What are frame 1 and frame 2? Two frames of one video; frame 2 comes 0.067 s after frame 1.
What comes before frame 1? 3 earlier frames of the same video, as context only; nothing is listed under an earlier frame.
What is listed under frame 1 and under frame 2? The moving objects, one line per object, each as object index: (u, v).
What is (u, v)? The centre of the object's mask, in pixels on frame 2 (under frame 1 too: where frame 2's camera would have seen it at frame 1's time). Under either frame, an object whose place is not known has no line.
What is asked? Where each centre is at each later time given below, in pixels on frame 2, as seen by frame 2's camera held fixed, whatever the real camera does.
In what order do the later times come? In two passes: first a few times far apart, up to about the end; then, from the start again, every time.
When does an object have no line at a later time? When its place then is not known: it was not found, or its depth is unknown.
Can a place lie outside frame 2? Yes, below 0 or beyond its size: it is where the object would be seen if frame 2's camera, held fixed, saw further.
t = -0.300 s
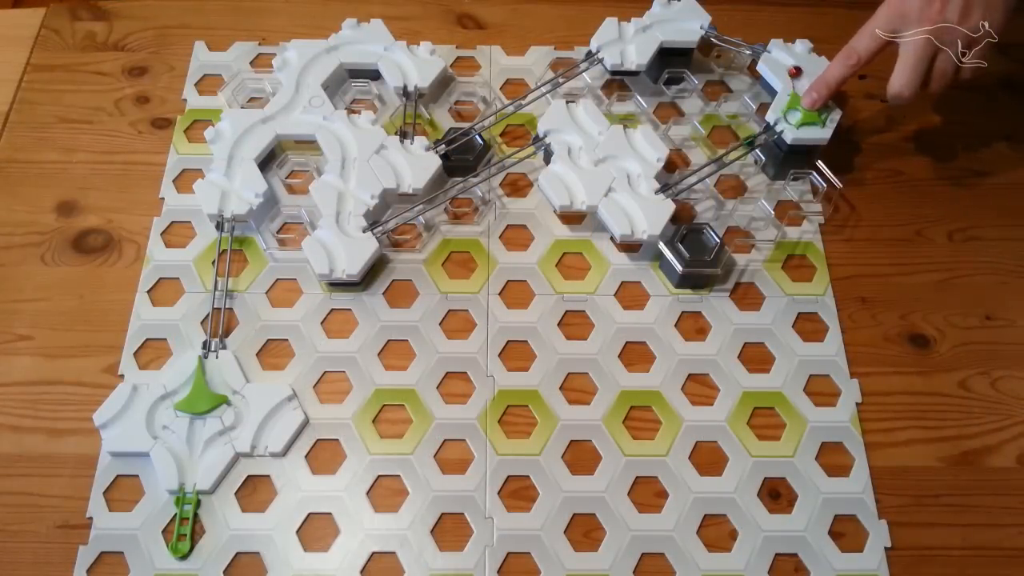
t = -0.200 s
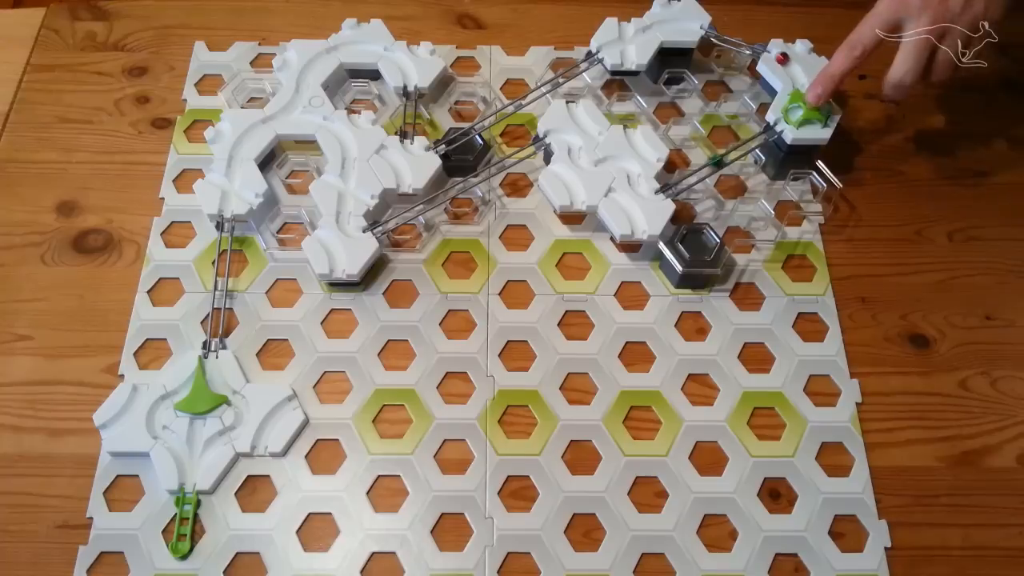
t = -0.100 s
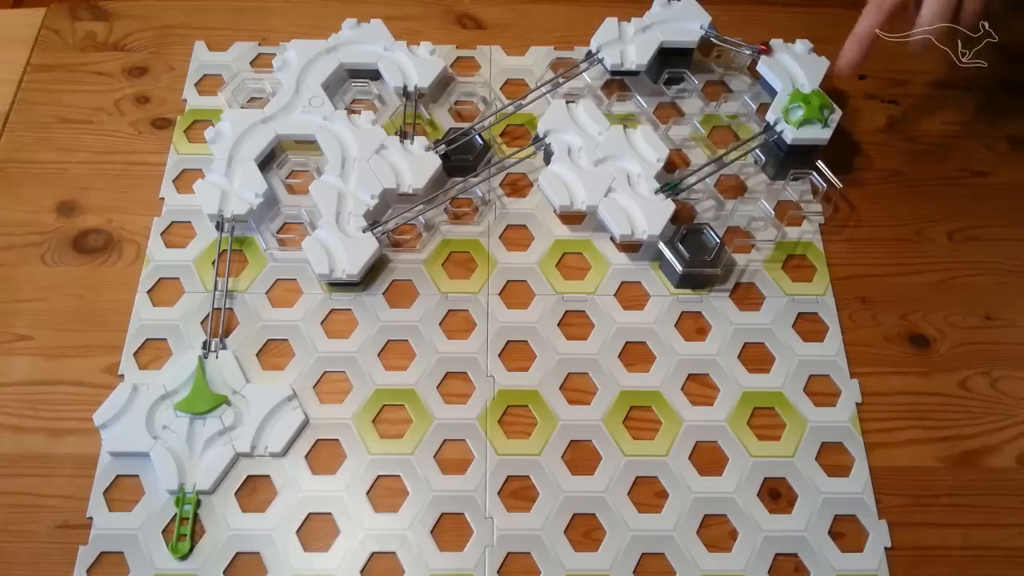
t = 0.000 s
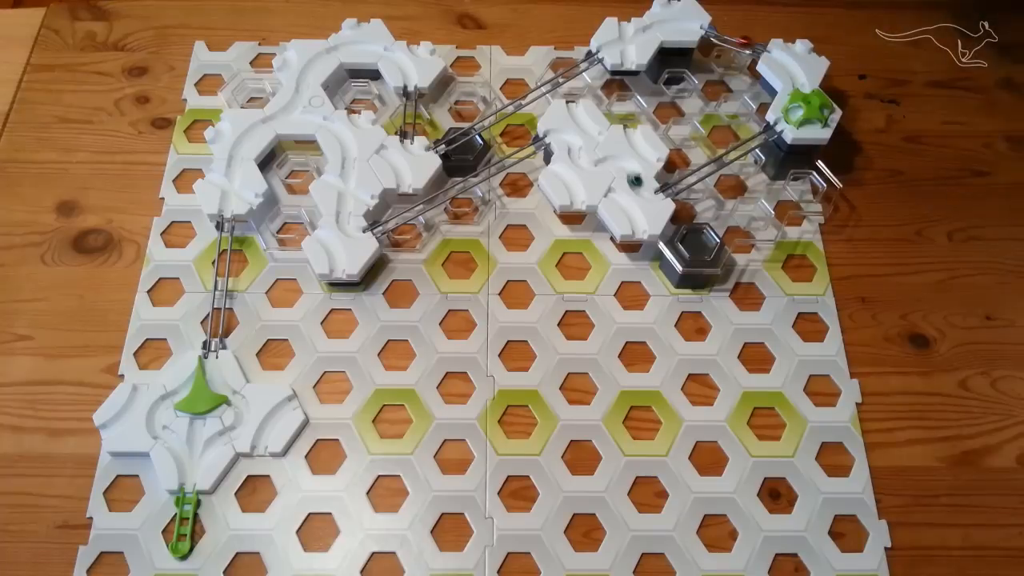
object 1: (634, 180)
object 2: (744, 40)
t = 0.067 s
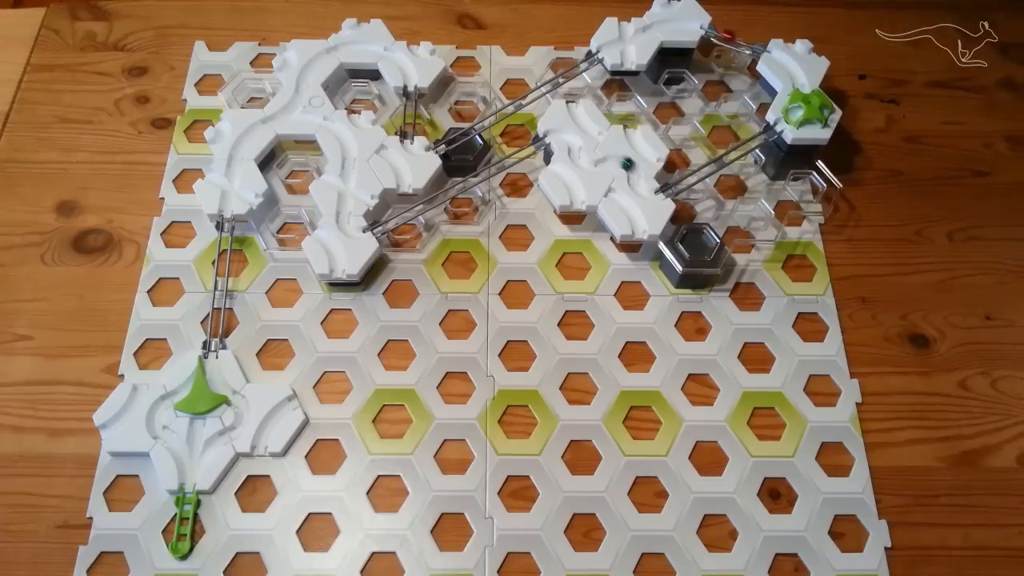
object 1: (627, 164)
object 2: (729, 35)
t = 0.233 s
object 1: (587, 164)
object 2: (683, 23)
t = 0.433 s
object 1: (568, 136)
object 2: (632, 37)
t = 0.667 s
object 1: (527, 147)
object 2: (573, 70)
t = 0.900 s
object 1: (452, 185)
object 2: (476, 128)
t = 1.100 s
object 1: (365, 231)
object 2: (363, 132)
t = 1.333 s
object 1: (347, 168)
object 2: (265, 122)
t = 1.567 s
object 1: (331, 124)
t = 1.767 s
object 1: (288, 115)
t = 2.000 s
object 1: (245, 137)
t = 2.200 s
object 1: (233, 166)
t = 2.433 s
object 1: (227, 201)
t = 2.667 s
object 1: (220, 248)
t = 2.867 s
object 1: (210, 346)
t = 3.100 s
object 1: (163, 435)
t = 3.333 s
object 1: (184, 497)
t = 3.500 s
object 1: (180, 527)
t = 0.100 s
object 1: (618, 161)
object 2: (720, 31)
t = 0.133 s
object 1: (608, 161)
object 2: (710, 31)
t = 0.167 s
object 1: (600, 164)
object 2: (703, 27)
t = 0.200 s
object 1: (594, 165)
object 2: (694, 25)
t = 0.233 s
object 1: (587, 164)
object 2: (683, 23)
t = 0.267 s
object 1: (581, 161)
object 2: (673, 23)
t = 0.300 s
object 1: (576, 156)
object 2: (664, 24)
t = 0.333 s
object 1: (575, 151)
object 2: (655, 26)
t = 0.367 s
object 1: (575, 145)
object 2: (646, 30)
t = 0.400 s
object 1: (572, 140)
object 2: (639, 33)
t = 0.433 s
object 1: (568, 136)
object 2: (632, 37)
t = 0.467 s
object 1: (562, 134)
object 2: (624, 41)
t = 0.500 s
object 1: (556, 133)
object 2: (615, 44)
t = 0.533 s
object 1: (549, 135)
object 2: (608, 47)
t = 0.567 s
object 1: (543, 137)
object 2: (600, 50)
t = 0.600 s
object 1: (539, 141)
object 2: (592, 55)
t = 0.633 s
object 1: (535, 143)
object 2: (586, 57)
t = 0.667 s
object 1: (527, 147)
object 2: (573, 70)
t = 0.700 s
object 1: (518, 151)
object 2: (565, 73)
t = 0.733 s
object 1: (508, 156)
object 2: (552, 81)
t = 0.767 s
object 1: (499, 164)
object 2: (538, 86)
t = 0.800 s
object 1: (488, 166)
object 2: (520, 99)
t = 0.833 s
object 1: (478, 173)
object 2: (509, 106)
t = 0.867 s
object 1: (466, 179)
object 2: (489, 113)
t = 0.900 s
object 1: (452, 185)
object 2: (476, 128)
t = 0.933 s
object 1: (440, 193)
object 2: (451, 135)
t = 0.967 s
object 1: (426, 202)
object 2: (435, 146)
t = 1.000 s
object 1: (415, 210)
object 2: (414, 149)
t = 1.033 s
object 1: (403, 218)
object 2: (396, 141)
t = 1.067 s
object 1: (377, 223)
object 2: (379, 136)
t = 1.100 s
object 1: (365, 231)
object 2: (363, 132)
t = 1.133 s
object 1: (350, 230)
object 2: (346, 127)
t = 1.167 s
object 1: (342, 220)
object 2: (331, 124)
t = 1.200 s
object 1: (342, 209)
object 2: (321, 119)
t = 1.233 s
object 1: (344, 197)
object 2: (306, 115)
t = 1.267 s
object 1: (346, 186)
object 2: (290, 114)
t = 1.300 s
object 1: (346, 177)
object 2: (276, 117)
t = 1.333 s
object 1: (347, 168)
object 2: (265, 122)
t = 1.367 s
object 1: (349, 160)
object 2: (253, 128)
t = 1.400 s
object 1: (349, 153)
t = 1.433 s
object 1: (348, 146)
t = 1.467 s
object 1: (345, 140)
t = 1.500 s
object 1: (342, 134)
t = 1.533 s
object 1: (337, 129)
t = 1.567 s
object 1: (331, 124)
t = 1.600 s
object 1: (325, 121)
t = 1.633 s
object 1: (319, 118)
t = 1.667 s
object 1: (311, 116)
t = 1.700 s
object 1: (303, 115)
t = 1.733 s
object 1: (295, 115)
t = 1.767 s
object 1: (288, 115)
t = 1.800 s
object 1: (279, 117)
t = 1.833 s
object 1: (272, 119)
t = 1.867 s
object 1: (266, 121)
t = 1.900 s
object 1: (260, 124)
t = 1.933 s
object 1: (254, 128)
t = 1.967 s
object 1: (249, 132)
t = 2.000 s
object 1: (245, 137)
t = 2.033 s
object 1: (241, 141)
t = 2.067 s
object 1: (238, 146)
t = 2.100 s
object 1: (236, 151)
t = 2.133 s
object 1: (235, 156)
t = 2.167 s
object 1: (234, 161)
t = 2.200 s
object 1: (233, 166)
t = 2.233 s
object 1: (232, 171)
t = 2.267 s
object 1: (231, 175)
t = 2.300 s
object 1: (231, 180)
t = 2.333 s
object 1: (230, 186)
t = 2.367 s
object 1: (229, 191)
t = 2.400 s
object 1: (228, 196)
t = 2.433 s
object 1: (227, 201)
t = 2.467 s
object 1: (226, 206)
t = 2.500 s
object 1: (225, 211)
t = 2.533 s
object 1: (224, 217)
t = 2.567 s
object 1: (223, 223)
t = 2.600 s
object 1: (224, 228)
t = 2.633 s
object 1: (222, 236)
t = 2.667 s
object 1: (220, 248)
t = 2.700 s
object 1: (218, 260)
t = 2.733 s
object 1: (215, 276)
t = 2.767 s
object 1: (214, 286)
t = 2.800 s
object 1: (217, 310)
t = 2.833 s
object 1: (211, 328)
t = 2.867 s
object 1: (210, 346)
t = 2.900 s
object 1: (203, 362)
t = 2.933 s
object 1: (192, 378)
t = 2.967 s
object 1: (177, 392)
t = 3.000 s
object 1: (162, 402)
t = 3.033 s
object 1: (155, 413)
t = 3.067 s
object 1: (156, 427)
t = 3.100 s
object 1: (163, 435)
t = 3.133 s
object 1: (172, 441)
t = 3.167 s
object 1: (178, 449)
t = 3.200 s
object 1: (183, 459)
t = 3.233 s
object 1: (187, 468)
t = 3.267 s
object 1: (188, 478)
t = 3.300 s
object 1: (186, 487)
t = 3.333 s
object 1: (184, 497)
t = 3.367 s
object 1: (183, 504)
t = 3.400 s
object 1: (181, 515)
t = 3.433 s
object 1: (180, 525)
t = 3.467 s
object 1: (180, 527)
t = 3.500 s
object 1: (180, 527)
